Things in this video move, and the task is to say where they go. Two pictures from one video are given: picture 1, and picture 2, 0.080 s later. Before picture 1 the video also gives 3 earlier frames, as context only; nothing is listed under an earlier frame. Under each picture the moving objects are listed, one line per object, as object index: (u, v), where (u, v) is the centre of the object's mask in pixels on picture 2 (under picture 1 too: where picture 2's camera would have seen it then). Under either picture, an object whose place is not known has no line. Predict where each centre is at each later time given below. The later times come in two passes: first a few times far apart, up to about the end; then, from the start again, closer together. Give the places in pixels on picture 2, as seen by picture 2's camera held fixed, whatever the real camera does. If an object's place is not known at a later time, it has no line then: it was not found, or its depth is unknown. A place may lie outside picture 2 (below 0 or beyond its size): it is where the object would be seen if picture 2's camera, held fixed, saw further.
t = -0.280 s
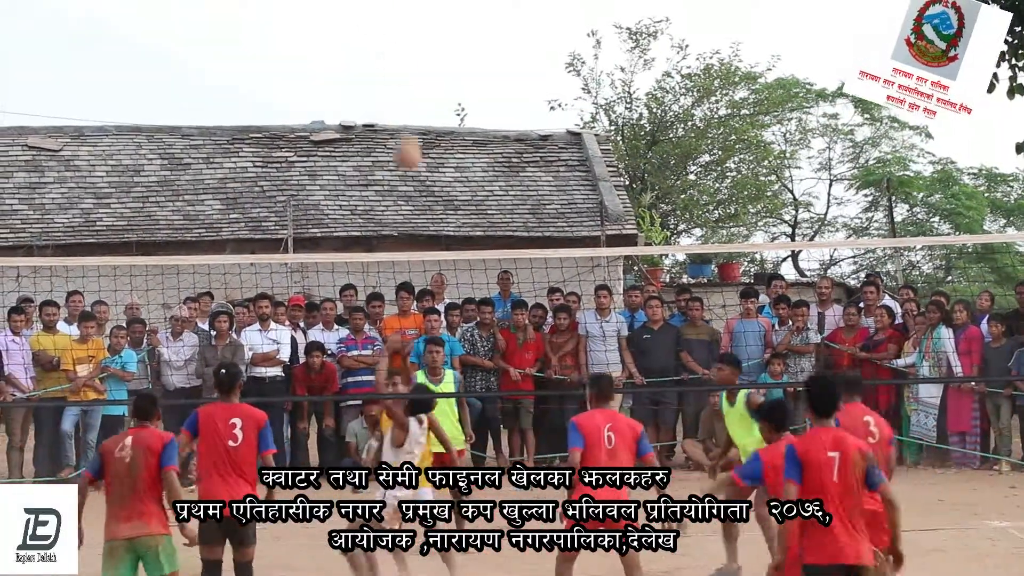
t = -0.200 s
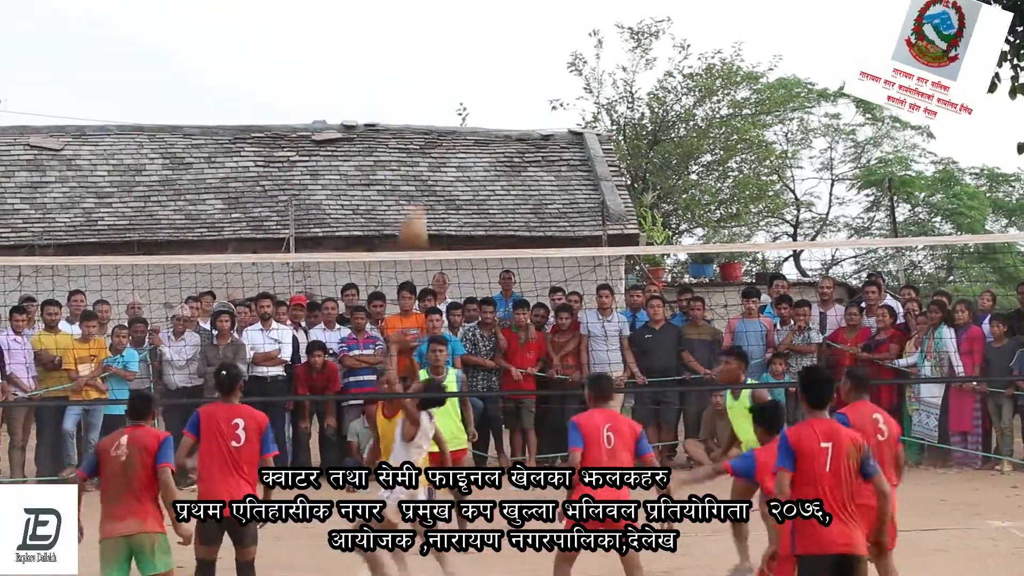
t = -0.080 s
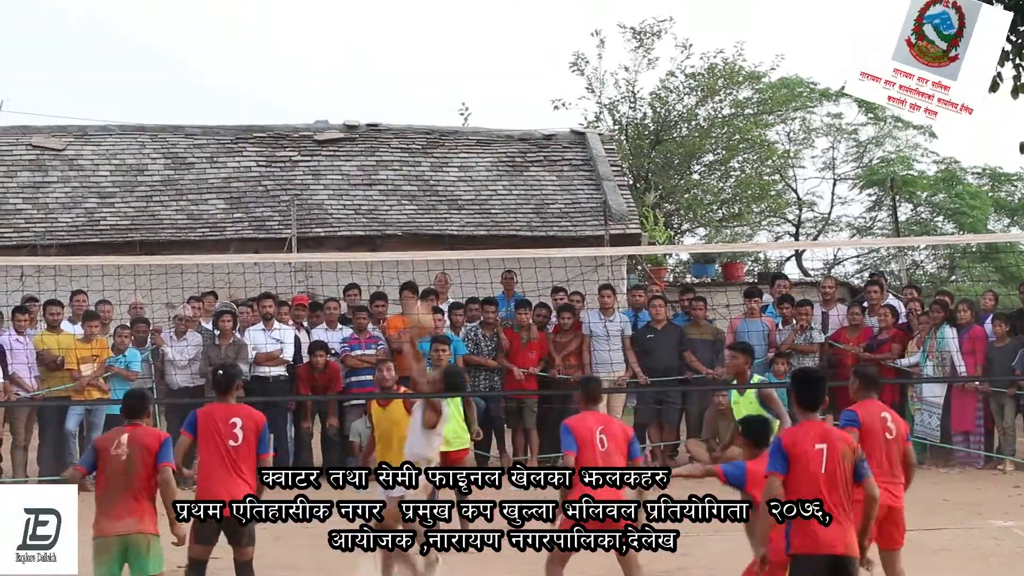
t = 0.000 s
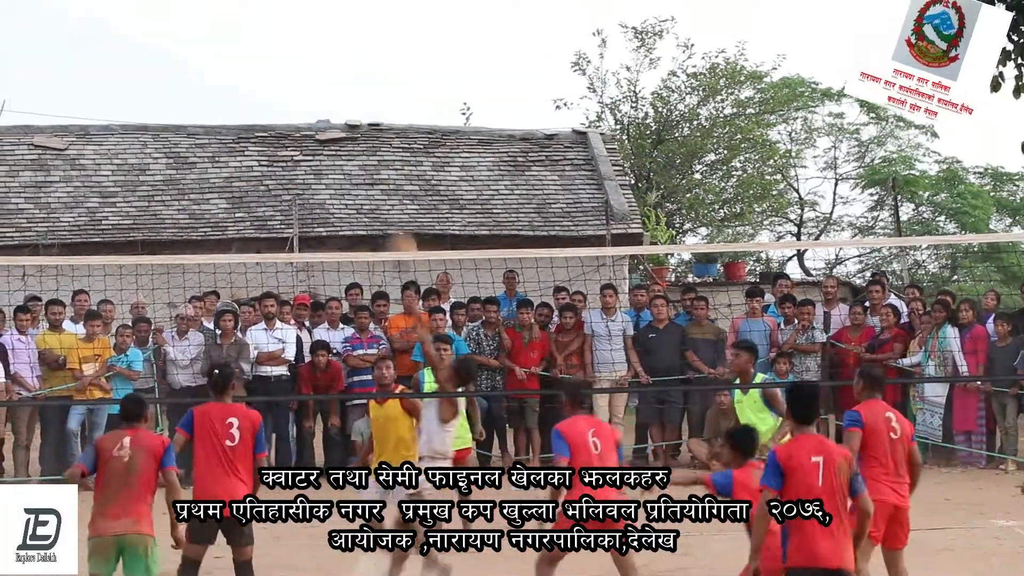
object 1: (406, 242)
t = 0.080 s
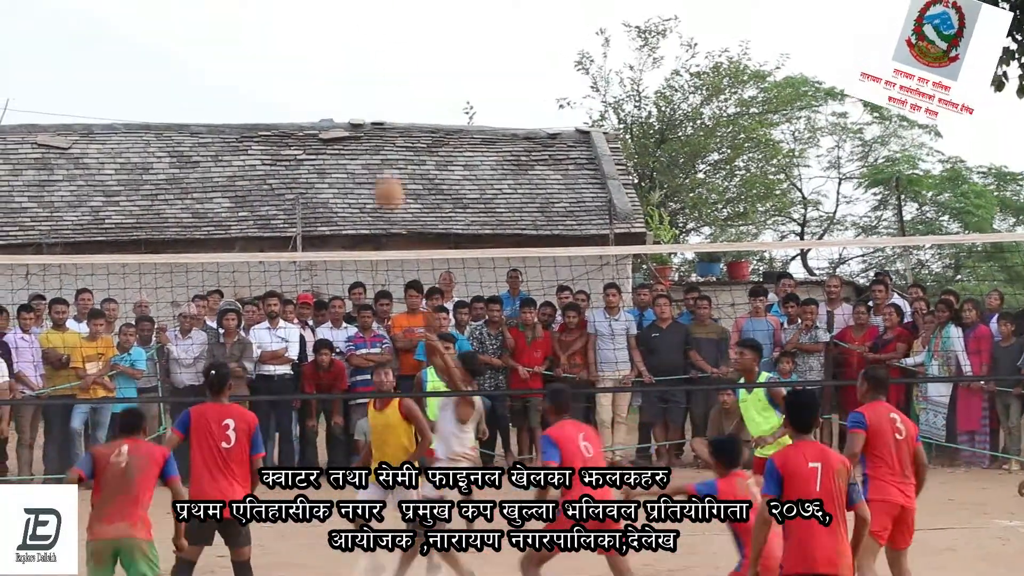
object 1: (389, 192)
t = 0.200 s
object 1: (360, 119)
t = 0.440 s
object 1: (303, 34)
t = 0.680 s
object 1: (247, 33)
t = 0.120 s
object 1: (379, 165)
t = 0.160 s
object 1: (370, 140)
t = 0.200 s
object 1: (360, 119)
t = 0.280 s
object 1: (340, 81)
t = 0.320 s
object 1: (330, 66)
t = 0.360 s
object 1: (320, 52)
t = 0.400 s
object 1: (312, 41)
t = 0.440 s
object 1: (303, 34)
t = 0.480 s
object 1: (293, 27)
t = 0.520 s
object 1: (284, 24)
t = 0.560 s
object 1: (275, 22)
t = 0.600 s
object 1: (266, 23)
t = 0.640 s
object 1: (256, 27)
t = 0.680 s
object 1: (247, 33)
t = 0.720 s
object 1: (238, 41)
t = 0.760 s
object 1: (229, 52)
